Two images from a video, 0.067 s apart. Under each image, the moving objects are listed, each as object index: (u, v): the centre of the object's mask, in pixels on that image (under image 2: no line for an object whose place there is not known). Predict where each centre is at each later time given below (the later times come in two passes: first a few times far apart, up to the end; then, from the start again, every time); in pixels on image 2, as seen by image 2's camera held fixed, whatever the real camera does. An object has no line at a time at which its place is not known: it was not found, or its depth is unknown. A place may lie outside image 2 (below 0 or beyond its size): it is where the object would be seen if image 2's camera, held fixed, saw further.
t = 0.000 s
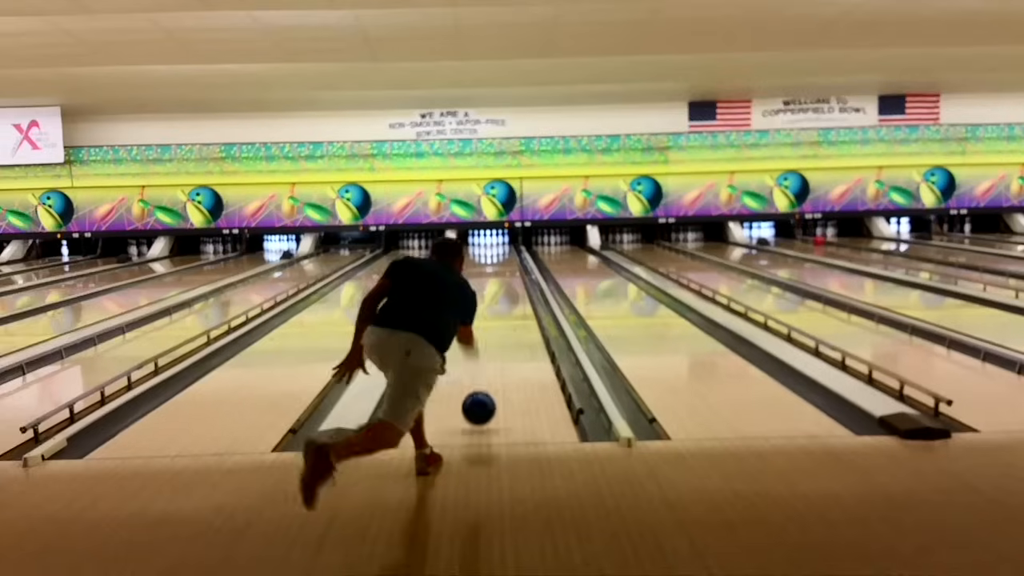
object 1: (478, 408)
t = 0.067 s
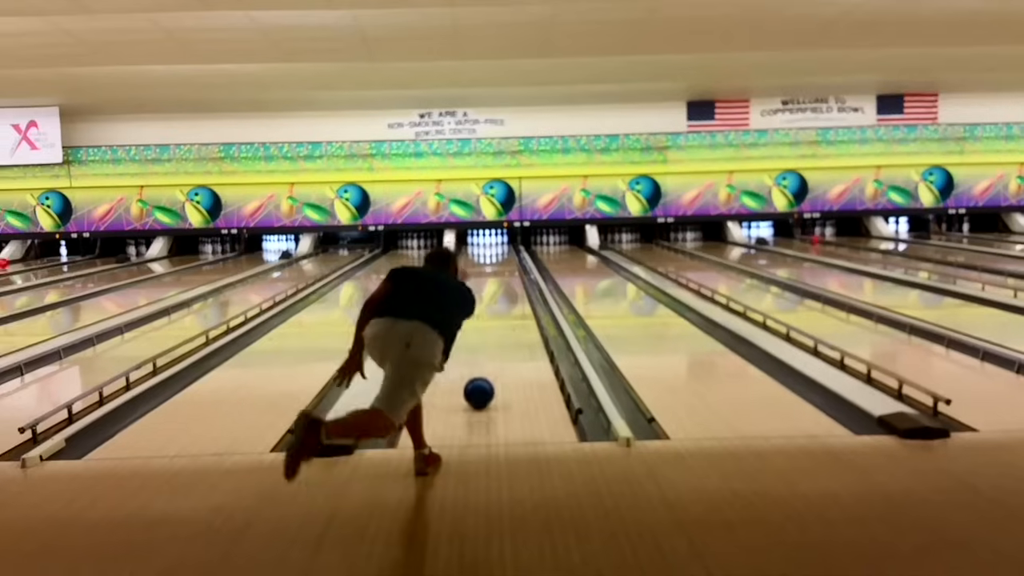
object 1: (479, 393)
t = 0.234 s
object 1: (481, 355)
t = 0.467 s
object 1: (482, 320)
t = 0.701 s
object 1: (482, 297)
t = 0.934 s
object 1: (483, 281)
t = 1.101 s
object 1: (483, 272)
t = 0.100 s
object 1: (479, 384)
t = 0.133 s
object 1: (479, 376)
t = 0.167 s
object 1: (480, 368)
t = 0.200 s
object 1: (480, 361)
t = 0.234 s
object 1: (481, 355)
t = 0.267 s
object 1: (481, 349)
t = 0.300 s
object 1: (481, 343)
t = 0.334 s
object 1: (482, 340)
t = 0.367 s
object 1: (484, 333)
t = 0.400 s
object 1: (484, 328)
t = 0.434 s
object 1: (483, 324)
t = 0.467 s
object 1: (482, 320)
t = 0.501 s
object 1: (482, 316)
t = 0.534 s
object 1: (482, 312)
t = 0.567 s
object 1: (483, 309)
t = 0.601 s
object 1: (483, 306)
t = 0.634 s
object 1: (483, 302)
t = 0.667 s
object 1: (483, 300)
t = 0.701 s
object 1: (482, 297)
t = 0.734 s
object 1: (482, 294)
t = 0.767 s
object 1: (482, 292)
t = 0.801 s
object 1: (483, 289)
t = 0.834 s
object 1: (483, 287)
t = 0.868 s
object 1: (483, 285)
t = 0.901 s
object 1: (483, 283)
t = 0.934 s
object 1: (483, 281)
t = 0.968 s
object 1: (483, 279)
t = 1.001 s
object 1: (483, 277)
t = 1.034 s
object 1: (483, 276)
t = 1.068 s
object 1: (483, 274)
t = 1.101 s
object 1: (483, 272)
